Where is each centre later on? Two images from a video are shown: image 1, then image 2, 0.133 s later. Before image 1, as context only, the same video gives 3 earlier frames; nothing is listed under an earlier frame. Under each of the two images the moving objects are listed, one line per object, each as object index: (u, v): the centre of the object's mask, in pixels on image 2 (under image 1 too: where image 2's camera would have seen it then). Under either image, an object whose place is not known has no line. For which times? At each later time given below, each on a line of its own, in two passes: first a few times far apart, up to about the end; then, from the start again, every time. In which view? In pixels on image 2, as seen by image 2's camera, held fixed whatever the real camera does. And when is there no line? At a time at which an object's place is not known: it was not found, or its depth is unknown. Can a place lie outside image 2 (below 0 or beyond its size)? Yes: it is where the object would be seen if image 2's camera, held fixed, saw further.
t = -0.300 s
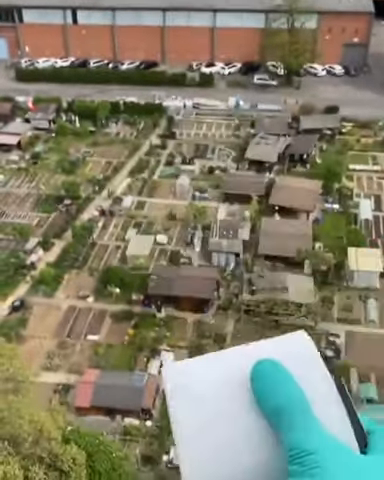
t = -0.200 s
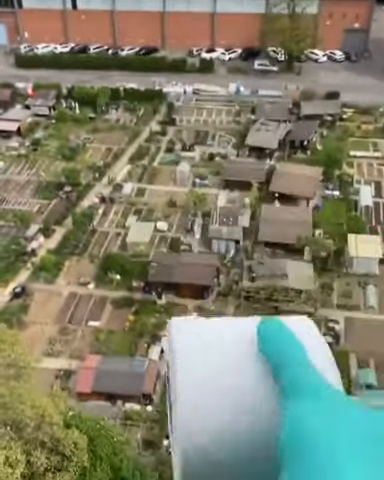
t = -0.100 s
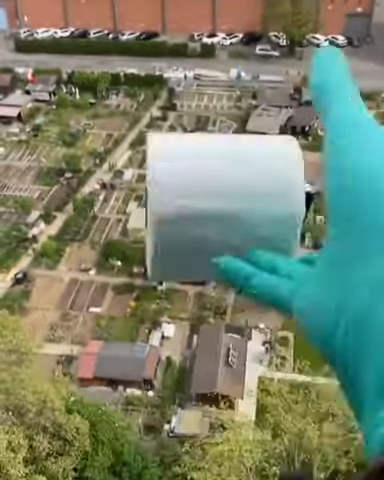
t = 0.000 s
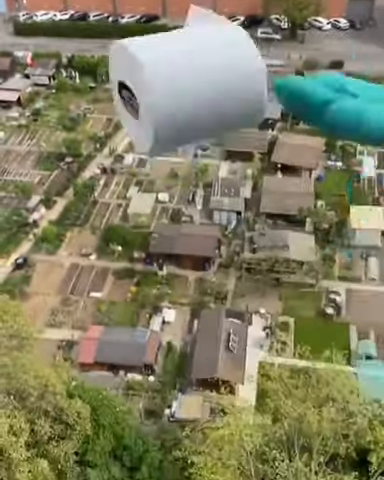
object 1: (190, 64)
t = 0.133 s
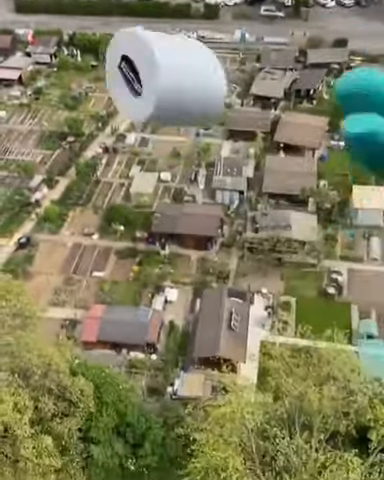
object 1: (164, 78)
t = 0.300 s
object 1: (158, 192)
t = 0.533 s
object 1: (160, 365)
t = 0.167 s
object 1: (162, 95)
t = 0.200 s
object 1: (160, 116)
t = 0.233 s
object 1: (159, 140)
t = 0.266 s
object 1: (160, 169)
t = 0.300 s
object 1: (158, 192)
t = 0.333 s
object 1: (157, 220)
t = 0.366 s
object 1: (157, 246)
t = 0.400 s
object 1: (158, 272)
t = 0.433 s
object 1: (159, 297)
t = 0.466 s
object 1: (159, 323)
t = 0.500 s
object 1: (160, 344)
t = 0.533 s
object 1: (160, 365)
